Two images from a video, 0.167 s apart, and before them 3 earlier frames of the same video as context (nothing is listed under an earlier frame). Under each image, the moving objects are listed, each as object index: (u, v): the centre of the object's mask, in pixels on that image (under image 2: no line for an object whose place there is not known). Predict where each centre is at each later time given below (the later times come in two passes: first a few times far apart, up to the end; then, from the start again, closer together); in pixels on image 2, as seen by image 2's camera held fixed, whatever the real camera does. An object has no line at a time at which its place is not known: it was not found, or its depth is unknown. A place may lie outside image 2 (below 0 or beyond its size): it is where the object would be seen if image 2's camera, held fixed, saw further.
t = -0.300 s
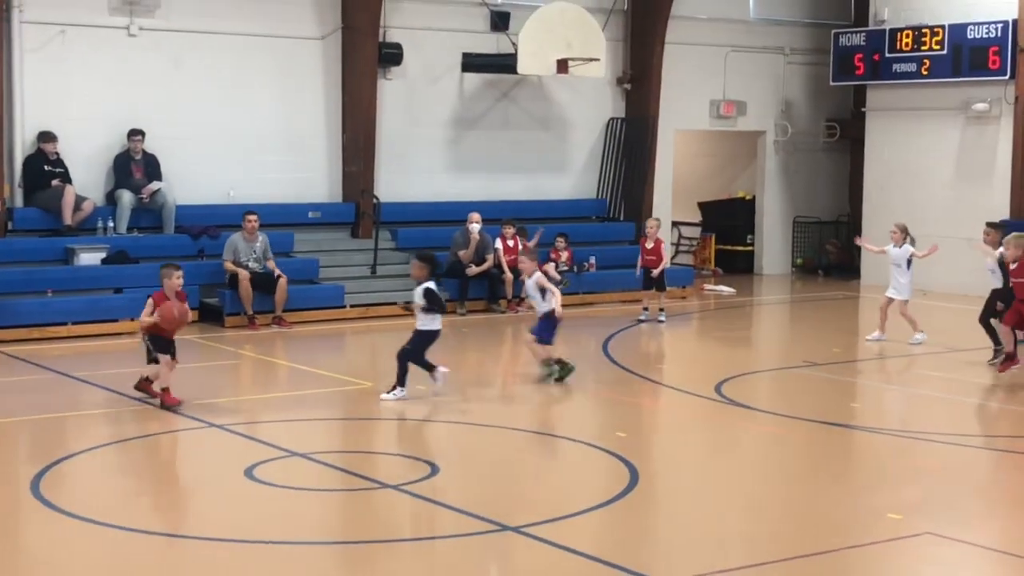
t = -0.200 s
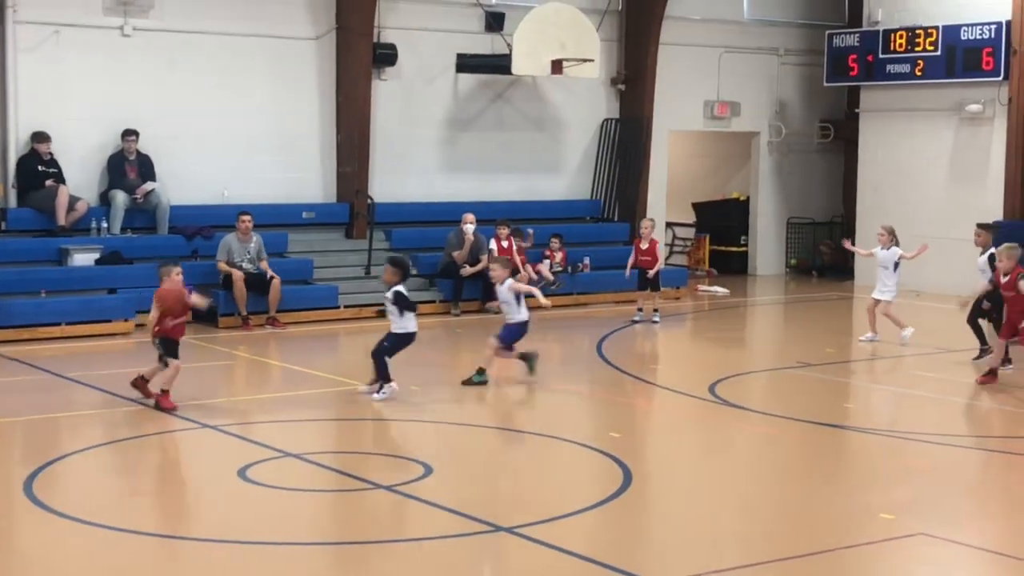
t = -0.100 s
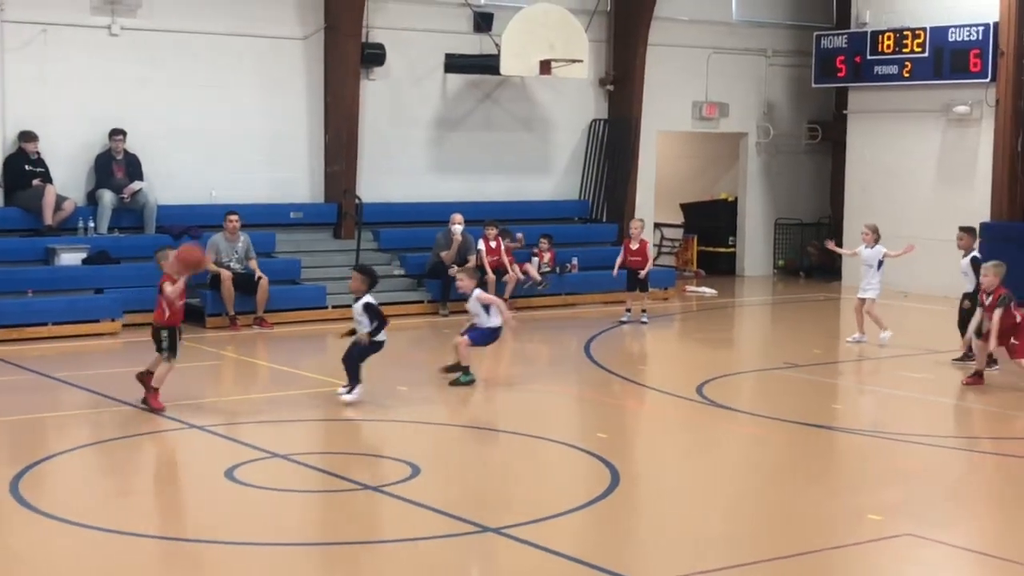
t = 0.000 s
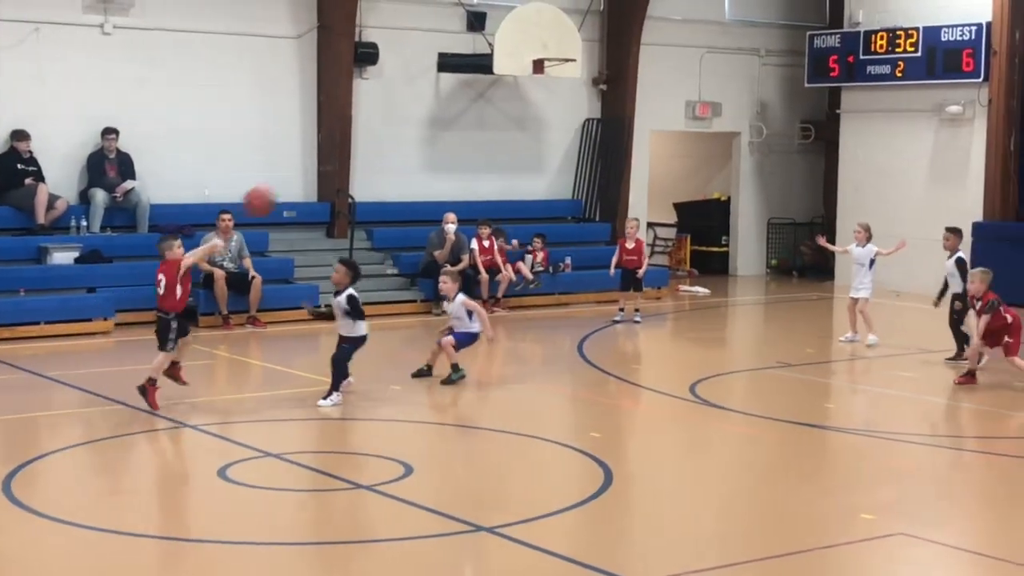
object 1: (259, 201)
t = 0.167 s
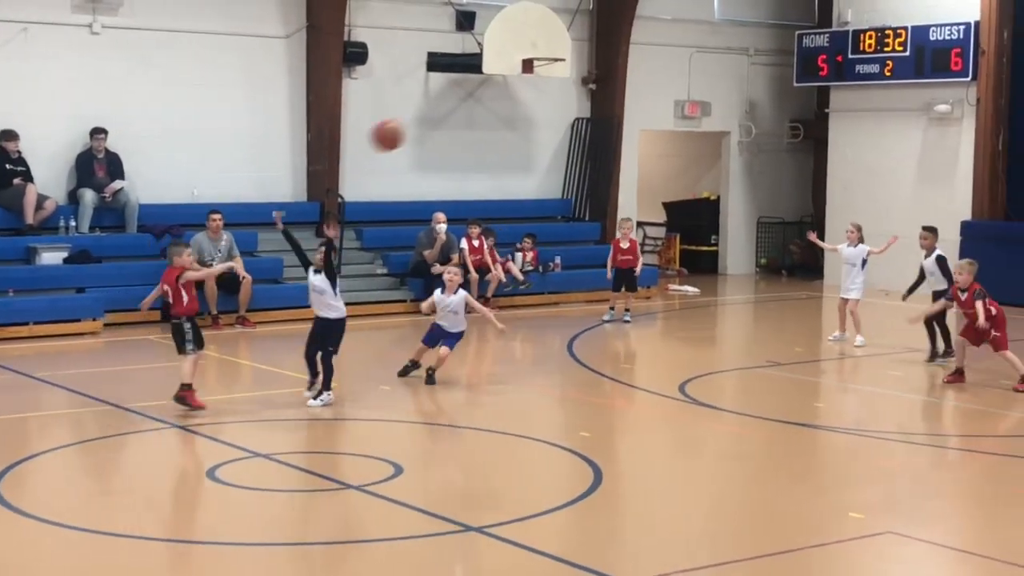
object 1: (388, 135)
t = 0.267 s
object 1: (472, 112)
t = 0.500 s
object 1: (676, 112)
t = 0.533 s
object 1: (706, 119)
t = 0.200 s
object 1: (416, 126)
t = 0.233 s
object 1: (444, 118)
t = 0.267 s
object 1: (472, 112)
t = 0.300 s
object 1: (501, 107)
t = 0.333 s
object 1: (529, 104)
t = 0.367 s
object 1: (559, 102)
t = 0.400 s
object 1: (588, 102)
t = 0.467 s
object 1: (646, 108)
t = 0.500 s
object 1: (676, 112)
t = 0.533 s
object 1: (706, 119)
